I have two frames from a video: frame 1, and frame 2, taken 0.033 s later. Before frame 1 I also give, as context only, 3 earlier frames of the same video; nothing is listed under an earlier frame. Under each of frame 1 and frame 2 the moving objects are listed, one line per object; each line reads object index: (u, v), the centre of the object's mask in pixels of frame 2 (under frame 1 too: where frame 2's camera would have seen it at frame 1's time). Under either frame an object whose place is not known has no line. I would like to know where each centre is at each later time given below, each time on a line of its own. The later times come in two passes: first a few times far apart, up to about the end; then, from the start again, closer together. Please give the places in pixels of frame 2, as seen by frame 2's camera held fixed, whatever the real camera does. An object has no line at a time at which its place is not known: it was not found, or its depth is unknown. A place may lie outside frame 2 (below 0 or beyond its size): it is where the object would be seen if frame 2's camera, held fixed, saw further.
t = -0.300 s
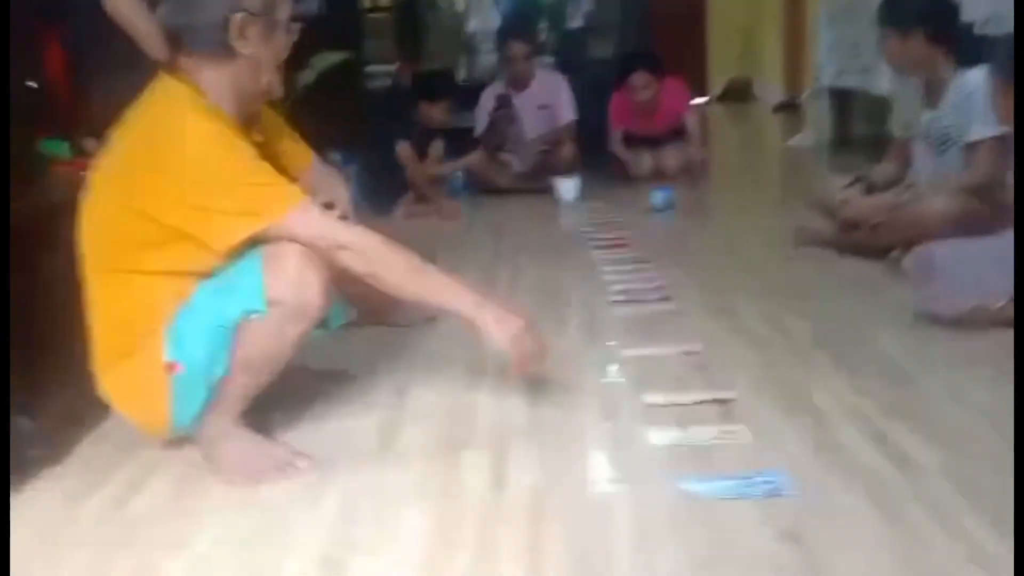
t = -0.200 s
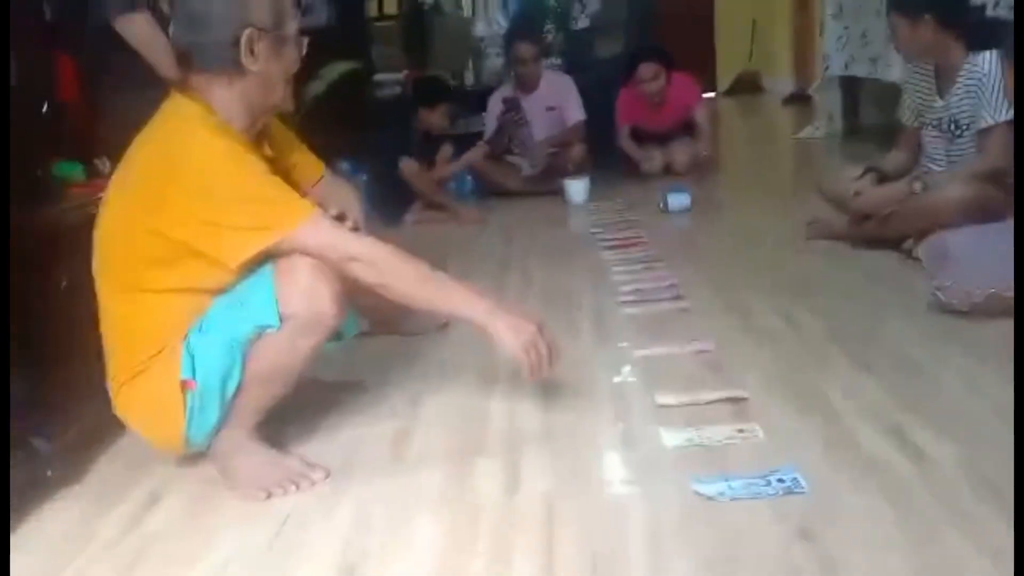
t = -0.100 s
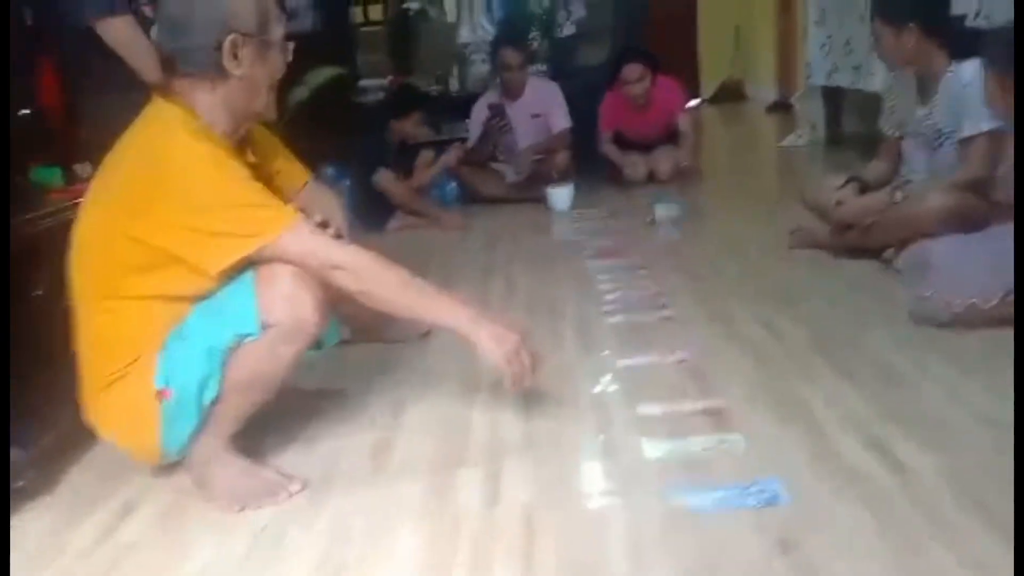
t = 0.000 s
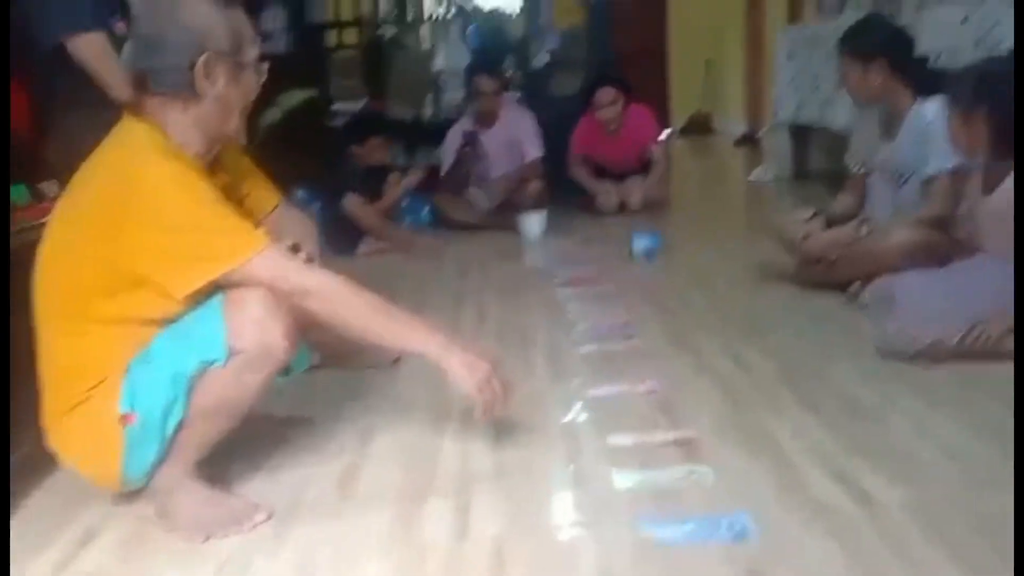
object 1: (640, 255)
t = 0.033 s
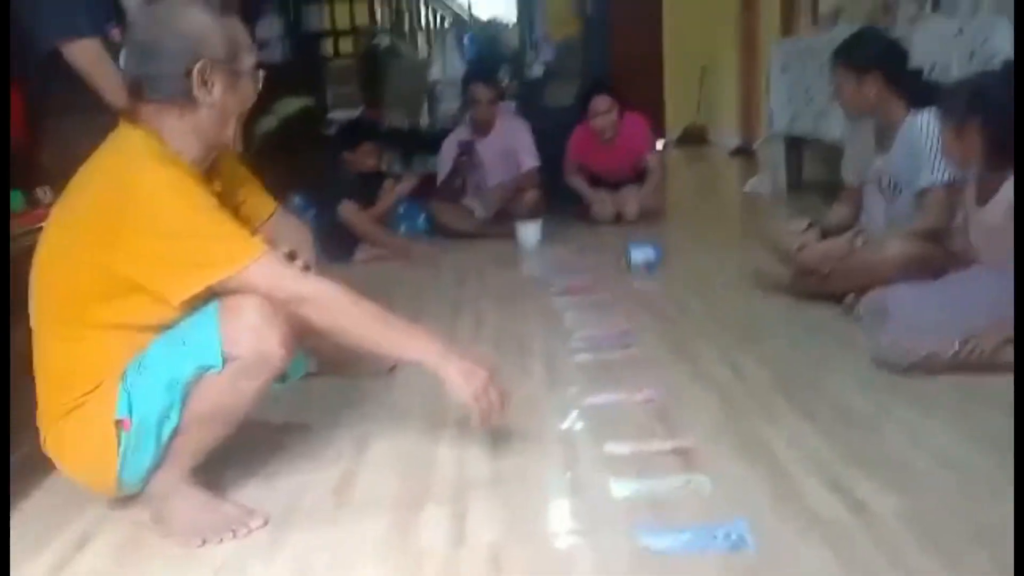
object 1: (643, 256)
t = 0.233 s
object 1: (655, 263)
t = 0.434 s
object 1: (669, 271)
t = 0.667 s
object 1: (686, 285)
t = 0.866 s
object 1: (705, 294)
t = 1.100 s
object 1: (726, 308)
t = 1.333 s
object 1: (750, 325)
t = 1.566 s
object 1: (779, 339)
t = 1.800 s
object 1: (810, 359)
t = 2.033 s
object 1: (844, 380)
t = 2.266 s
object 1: (883, 403)
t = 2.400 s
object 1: (907, 417)
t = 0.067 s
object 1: (645, 255)
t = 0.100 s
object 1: (647, 257)
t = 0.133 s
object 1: (646, 258)
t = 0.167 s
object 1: (649, 260)
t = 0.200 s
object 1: (652, 261)
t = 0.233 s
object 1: (655, 263)
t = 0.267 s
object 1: (659, 265)
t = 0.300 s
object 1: (661, 267)
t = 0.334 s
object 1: (663, 268)
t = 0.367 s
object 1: (665, 270)
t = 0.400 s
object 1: (668, 270)
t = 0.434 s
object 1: (669, 271)
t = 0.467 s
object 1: (671, 273)
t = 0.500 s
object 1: (675, 276)
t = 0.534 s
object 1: (677, 278)
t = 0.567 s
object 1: (679, 279)
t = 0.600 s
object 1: (681, 281)
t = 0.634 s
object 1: (684, 283)
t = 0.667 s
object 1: (686, 285)
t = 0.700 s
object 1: (690, 287)
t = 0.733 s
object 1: (694, 288)
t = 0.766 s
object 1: (696, 290)
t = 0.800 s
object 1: (699, 292)
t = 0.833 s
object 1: (702, 294)
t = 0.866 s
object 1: (705, 294)
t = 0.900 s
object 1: (708, 296)
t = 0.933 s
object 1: (711, 299)
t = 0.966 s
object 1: (714, 301)
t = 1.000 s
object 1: (717, 304)
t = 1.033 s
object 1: (720, 305)
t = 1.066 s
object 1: (723, 307)
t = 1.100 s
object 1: (726, 308)
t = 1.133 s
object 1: (730, 310)
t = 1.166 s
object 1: (733, 312)
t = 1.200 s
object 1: (737, 313)
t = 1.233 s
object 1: (740, 315)
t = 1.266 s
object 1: (744, 318)
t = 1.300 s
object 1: (747, 320)
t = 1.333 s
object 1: (750, 325)
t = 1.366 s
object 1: (754, 326)
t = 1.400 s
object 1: (758, 327)
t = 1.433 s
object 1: (762, 328)
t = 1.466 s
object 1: (766, 332)
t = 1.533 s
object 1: (775, 337)
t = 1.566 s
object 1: (779, 339)
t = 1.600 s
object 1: (783, 342)
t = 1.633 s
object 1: (787, 345)
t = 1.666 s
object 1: (790, 348)
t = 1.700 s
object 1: (794, 351)
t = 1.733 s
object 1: (799, 354)
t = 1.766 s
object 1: (805, 355)
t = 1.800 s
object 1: (810, 359)
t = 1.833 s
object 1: (814, 362)
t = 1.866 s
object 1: (819, 363)
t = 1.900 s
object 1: (824, 367)
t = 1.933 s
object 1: (829, 370)
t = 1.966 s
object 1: (833, 373)
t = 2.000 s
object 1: (839, 376)
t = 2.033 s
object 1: (844, 380)
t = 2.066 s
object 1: (849, 383)
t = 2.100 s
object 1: (855, 386)
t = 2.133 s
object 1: (861, 389)
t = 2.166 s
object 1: (867, 393)
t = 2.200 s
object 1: (873, 397)
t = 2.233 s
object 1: (878, 399)
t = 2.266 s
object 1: (883, 403)
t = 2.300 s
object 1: (889, 406)
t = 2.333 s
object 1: (895, 409)
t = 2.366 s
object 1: (901, 414)
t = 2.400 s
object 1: (907, 417)
